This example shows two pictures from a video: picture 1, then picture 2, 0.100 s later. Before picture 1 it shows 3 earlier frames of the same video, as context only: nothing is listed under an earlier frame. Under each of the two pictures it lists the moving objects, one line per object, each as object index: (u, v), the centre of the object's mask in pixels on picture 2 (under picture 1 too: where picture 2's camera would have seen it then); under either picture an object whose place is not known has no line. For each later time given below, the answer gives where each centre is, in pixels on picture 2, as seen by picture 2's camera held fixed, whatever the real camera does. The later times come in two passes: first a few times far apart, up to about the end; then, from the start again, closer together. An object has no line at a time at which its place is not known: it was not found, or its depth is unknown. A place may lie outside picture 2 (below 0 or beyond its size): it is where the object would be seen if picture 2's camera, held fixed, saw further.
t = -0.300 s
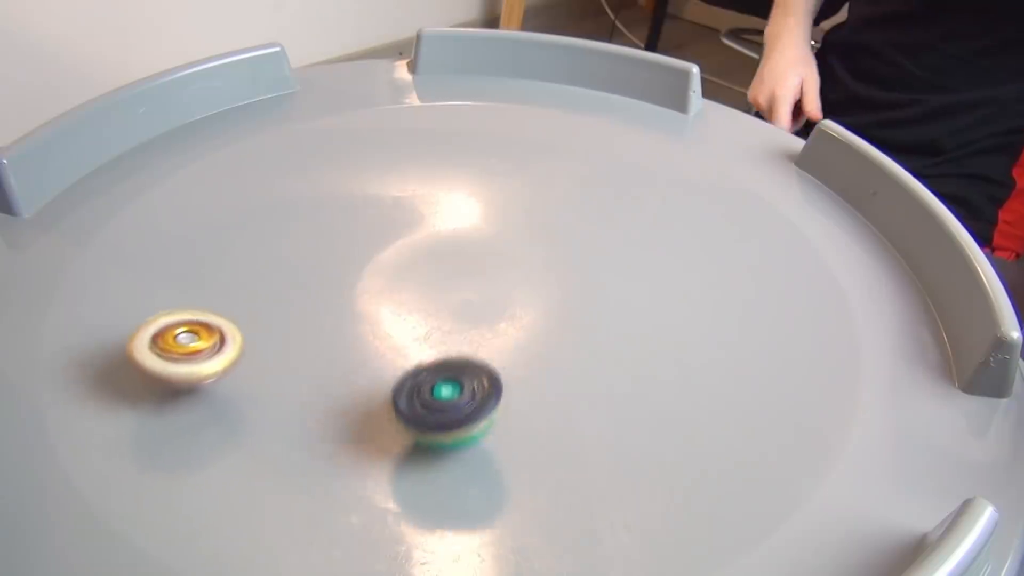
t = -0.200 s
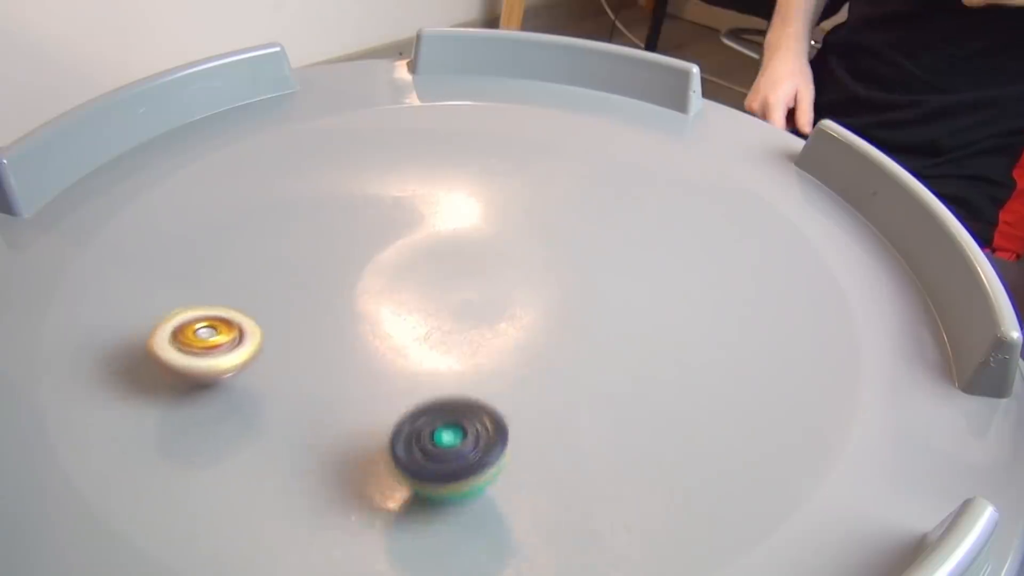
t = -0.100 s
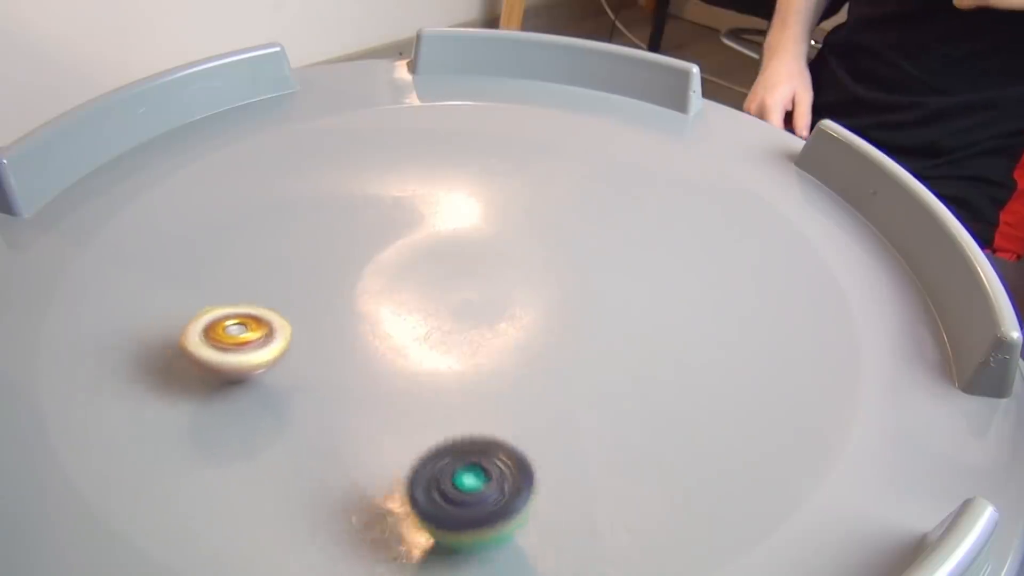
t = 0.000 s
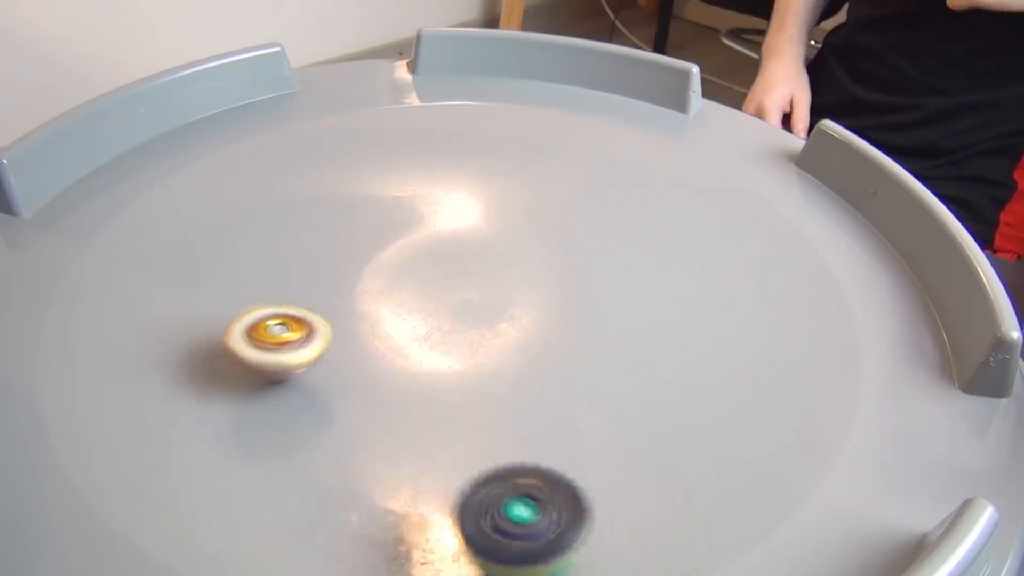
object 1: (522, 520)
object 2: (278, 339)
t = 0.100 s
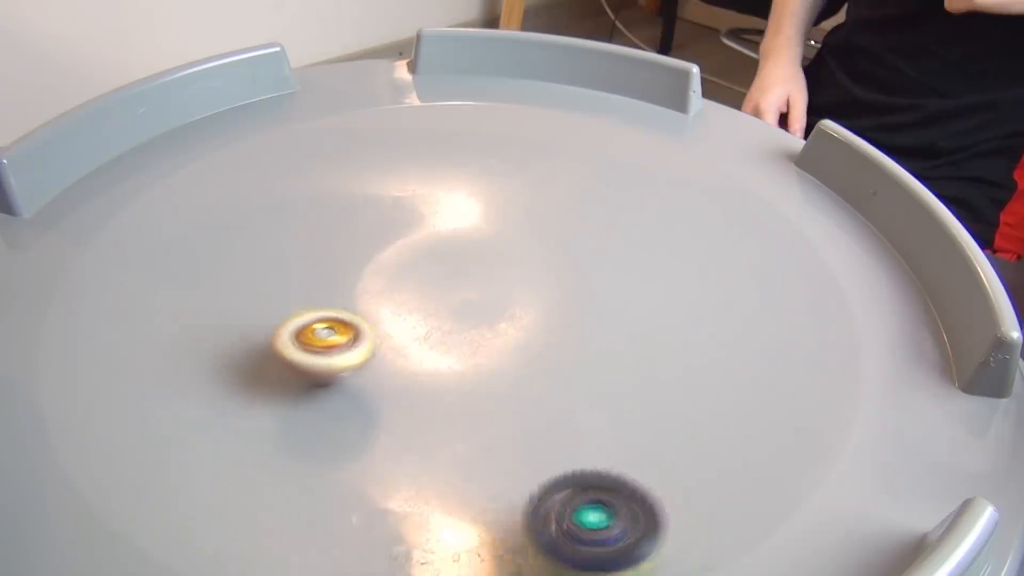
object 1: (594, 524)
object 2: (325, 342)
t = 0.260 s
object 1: (683, 473)
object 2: (406, 355)
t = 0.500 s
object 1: (632, 354)
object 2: (515, 362)
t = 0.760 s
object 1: (572, 272)
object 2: (486, 342)
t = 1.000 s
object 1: (462, 222)
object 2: (458, 309)
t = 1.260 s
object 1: (331, 208)
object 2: (450, 258)
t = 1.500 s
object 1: (227, 233)
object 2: (487, 225)
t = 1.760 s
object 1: (216, 309)
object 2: (516, 218)
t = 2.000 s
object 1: (338, 349)
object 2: (518, 226)
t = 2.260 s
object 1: (495, 333)
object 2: (512, 252)
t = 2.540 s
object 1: (631, 307)
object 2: (464, 267)
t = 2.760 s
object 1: (690, 269)
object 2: (414, 266)
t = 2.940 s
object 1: (679, 229)
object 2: (392, 258)
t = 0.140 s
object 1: (624, 521)
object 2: (344, 345)
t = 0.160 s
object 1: (636, 518)
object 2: (354, 346)
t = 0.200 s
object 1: (661, 503)
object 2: (375, 352)
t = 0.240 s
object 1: (677, 484)
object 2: (398, 354)
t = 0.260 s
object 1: (683, 473)
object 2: (406, 355)
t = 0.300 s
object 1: (687, 450)
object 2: (428, 359)
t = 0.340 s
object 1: (683, 428)
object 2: (450, 361)
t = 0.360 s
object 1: (678, 416)
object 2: (460, 361)
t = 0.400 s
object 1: (664, 395)
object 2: (481, 362)
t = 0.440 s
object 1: (645, 376)
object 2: (502, 363)
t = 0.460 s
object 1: (636, 368)
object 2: (513, 364)
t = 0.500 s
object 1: (632, 354)
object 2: (515, 362)
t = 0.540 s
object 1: (635, 341)
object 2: (505, 360)
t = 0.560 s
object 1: (634, 334)
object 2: (502, 359)
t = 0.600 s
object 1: (627, 320)
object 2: (499, 356)
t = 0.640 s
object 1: (616, 307)
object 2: (495, 353)
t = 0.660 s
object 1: (610, 301)
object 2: (493, 352)
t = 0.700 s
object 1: (595, 288)
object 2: (490, 348)
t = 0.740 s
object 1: (580, 277)
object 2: (487, 344)
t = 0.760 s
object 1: (572, 272)
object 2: (486, 342)
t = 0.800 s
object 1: (556, 261)
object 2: (483, 339)
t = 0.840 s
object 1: (540, 251)
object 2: (478, 334)
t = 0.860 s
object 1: (530, 246)
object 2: (477, 332)
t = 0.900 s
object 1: (512, 237)
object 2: (472, 326)
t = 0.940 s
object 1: (493, 231)
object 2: (467, 320)
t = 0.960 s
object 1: (484, 228)
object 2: (464, 316)
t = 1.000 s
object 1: (462, 222)
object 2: (458, 309)
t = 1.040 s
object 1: (440, 218)
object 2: (452, 301)
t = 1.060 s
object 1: (429, 217)
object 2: (450, 297)
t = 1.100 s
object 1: (408, 214)
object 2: (446, 288)
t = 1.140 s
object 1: (388, 212)
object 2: (445, 279)
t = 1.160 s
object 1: (379, 212)
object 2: (446, 275)
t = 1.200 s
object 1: (360, 210)
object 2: (447, 268)
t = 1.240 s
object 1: (340, 208)
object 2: (449, 261)
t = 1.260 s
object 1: (331, 208)
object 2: (450, 258)
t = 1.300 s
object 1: (313, 208)
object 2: (452, 252)
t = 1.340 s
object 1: (294, 210)
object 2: (457, 246)
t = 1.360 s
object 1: (285, 211)
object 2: (460, 243)
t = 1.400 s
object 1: (267, 215)
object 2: (467, 237)
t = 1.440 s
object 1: (250, 221)
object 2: (475, 232)
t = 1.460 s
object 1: (242, 224)
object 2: (479, 230)
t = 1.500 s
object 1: (227, 233)
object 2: (487, 225)
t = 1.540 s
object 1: (215, 242)
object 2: (494, 223)
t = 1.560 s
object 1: (210, 248)
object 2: (497, 222)
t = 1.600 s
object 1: (203, 259)
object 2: (503, 220)
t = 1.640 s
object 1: (200, 272)
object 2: (508, 219)
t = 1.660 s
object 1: (200, 278)
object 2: (509, 218)
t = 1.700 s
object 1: (203, 290)
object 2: (513, 218)
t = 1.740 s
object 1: (211, 303)
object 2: (515, 218)
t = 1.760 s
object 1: (216, 309)
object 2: (516, 218)
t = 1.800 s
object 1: (231, 319)
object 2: (517, 219)
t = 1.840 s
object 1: (248, 329)
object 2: (518, 219)
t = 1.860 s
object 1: (258, 334)
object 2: (518, 220)
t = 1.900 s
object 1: (279, 340)
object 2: (518, 221)
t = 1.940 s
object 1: (302, 346)
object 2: (519, 223)
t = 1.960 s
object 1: (314, 347)
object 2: (519, 224)
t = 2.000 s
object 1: (338, 349)
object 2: (518, 226)
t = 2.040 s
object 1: (363, 350)
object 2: (518, 229)
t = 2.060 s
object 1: (375, 350)
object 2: (517, 231)
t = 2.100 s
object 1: (399, 348)
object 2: (517, 234)
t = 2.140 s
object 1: (424, 346)
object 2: (516, 238)
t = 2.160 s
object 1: (437, 344)
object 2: (516, 239)
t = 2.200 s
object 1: (461, 340)
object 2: (515, 244)
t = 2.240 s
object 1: (483, 336)
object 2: (513, 249)
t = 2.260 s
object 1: (495, 333)
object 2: (512, 252)
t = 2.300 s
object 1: (515, 327)
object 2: (509, 257)
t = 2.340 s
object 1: (536, 320)
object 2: (505, 261)
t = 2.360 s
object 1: (546, 320)
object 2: (501, 262)
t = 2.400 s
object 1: (568, 318)
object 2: (494, 264)
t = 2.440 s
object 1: (586, 316)
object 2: (486, 265)
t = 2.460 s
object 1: (596, 314)
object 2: (482, 265)
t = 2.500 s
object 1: (613, 311)
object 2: (474, 266)
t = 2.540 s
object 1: (631, 307)
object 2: (464, 267)
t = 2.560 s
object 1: (638, 304)
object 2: (459, 267)
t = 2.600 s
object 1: (653, 299)
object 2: (449, 267)
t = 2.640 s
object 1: (666, 293)
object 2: (440, 268)
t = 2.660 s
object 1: (672, 289)
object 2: (435, 268)
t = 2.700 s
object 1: (681, 281)
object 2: (426, 268)
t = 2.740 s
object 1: (688, 273)
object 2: (418, 267)
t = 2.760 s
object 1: (690, 269)
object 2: (414, 266)
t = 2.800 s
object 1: (693, 260)
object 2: (407, 264)
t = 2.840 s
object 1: (693, 251)
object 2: (401, 262)
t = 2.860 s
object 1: (691, 246)
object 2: (399, 261)
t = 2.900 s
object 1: (686, 237)
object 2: (395, 260)
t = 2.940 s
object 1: (679, 229)
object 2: (392, 258)
